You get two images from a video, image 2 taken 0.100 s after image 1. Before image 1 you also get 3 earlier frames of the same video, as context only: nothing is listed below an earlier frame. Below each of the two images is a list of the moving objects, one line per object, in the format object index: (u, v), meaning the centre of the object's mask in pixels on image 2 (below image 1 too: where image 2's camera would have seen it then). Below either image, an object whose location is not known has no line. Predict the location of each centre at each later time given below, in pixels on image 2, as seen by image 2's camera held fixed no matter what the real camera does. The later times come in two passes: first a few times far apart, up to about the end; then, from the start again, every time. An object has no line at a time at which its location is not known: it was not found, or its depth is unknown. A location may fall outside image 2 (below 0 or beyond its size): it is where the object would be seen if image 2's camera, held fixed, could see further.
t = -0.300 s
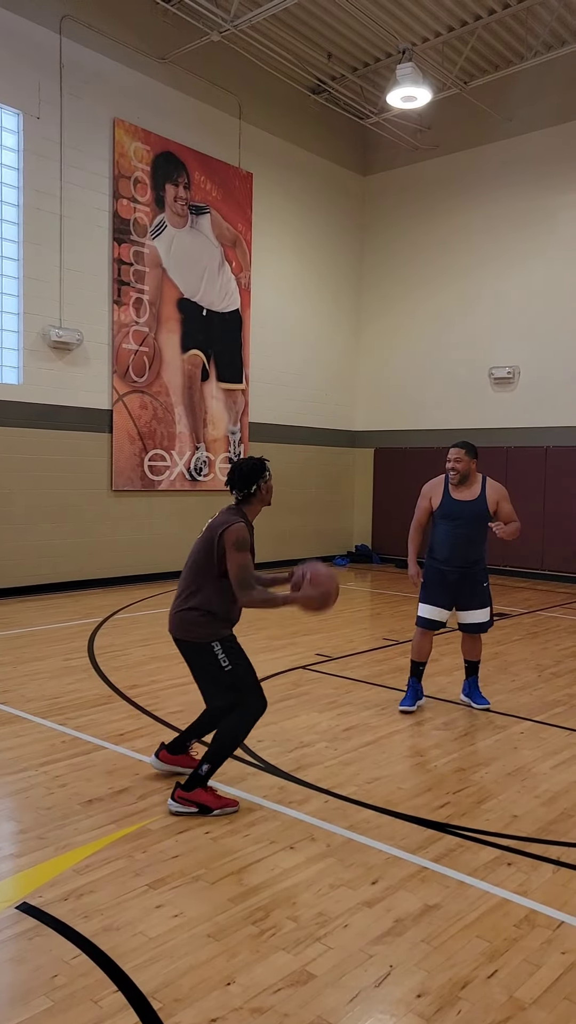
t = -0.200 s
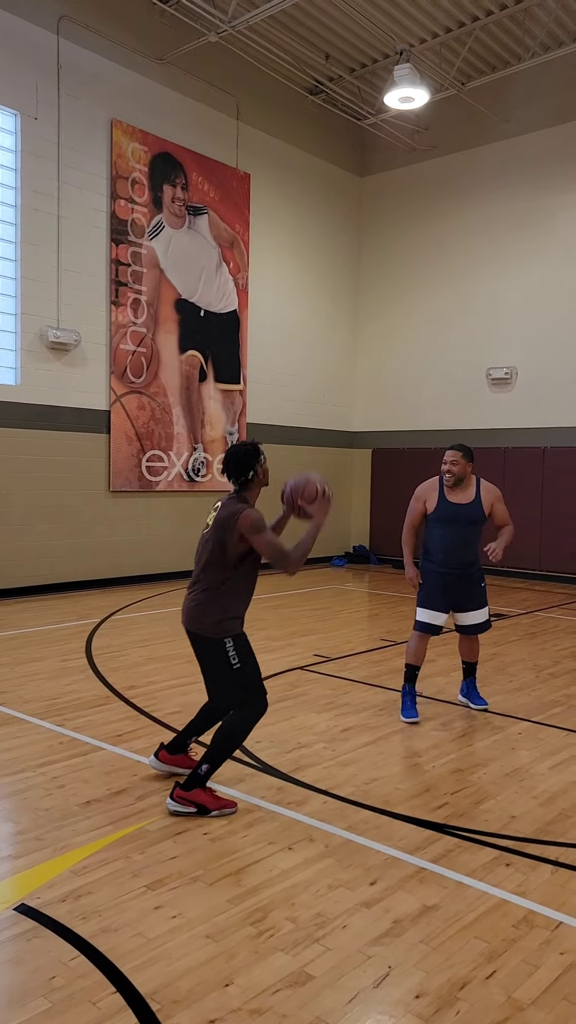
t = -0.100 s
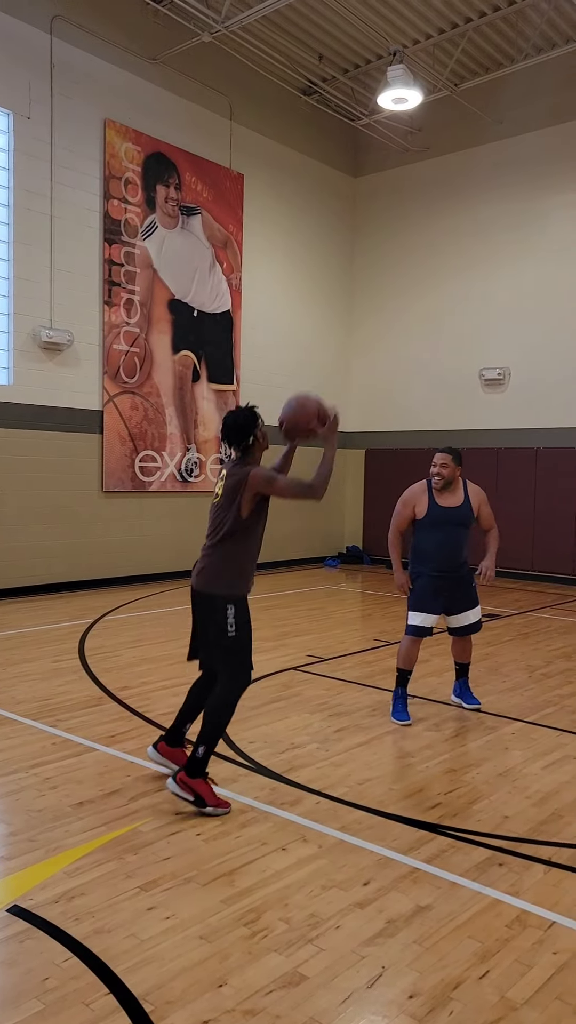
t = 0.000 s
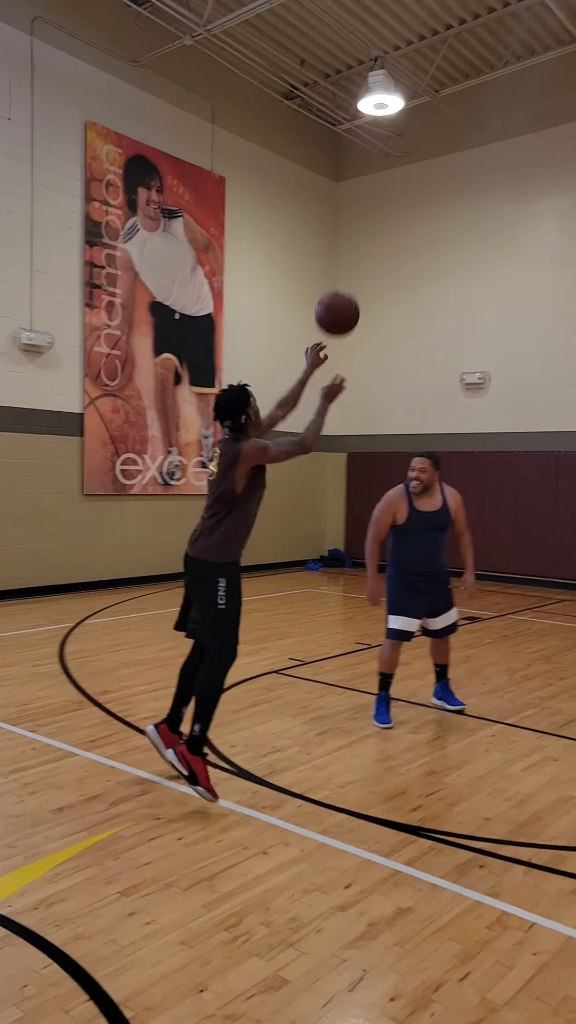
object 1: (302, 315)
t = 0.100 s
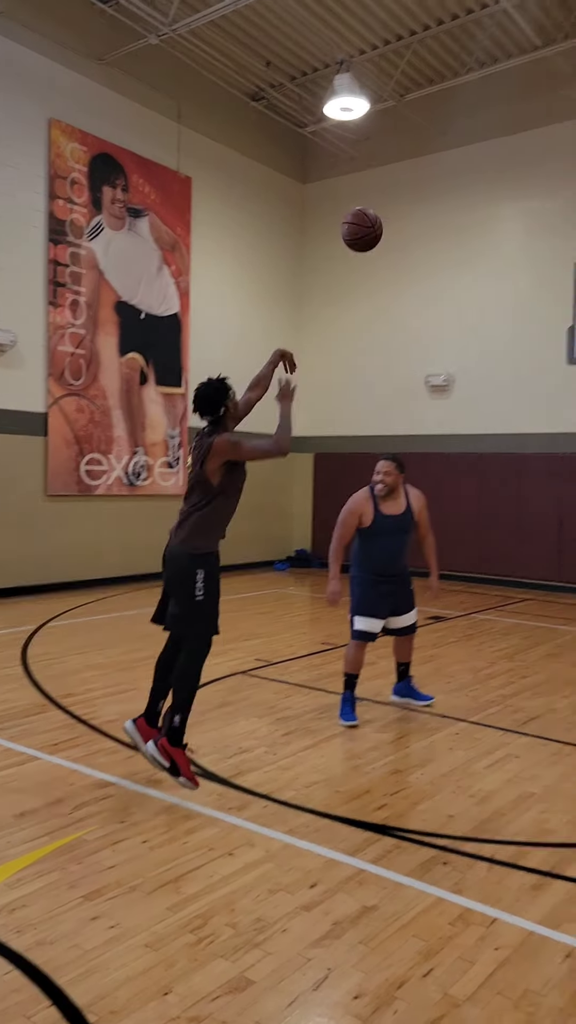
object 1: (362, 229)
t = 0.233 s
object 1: (424, 161)
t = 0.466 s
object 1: (504, 126)
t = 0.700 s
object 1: (558, 165)
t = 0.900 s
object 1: (592, 235)
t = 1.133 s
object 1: (615, 334)
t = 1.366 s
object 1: (551, 345)
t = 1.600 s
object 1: (478, 398)
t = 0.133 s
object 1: (379, 208)
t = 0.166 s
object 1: (394, 190)
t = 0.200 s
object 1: (409, 174)
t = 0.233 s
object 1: (424, 161)
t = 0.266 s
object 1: (437, 150)
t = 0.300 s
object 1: (450, 141)
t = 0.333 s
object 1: (462, 135)
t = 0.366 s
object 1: (474, 130)
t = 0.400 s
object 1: (484, 127)
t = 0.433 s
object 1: (494, 126)
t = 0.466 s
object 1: (504, 126)
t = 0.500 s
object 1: (513, 128)
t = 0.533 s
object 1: (522, 132)
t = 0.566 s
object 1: (530, 136)
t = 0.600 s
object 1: (537, 142)
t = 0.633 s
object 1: (544, 148)
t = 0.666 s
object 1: (551, 156)
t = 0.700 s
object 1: (558, 165)
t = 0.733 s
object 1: (564, 174)
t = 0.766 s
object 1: (570, 185)
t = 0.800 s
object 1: (576, 196)
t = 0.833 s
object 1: (582, 209)
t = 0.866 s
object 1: (587, 222)
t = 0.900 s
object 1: (592, 235)
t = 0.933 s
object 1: (597, 250)
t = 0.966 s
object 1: (602, 265)
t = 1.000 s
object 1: (606, 280)
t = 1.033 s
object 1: (611, 296)
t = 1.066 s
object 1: (615, 312)
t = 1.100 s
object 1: (619, 329)
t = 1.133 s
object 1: (615, 334)
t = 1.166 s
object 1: (610, 337)
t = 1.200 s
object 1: (602, 338)
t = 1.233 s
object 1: (592, 337)
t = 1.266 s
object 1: (582, 337)
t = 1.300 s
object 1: (572, 338)
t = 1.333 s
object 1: (561, 341)
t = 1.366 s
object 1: (551, 345)
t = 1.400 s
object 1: (541, 349)
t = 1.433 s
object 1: (530, 355)
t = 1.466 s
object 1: (520, 361)
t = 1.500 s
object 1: (510, 369)
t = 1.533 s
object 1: (499, 377)
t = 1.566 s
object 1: (489, 387)
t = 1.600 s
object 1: (478, 398)
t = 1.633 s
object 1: (467, 410)
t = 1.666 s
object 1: (457, 422)
